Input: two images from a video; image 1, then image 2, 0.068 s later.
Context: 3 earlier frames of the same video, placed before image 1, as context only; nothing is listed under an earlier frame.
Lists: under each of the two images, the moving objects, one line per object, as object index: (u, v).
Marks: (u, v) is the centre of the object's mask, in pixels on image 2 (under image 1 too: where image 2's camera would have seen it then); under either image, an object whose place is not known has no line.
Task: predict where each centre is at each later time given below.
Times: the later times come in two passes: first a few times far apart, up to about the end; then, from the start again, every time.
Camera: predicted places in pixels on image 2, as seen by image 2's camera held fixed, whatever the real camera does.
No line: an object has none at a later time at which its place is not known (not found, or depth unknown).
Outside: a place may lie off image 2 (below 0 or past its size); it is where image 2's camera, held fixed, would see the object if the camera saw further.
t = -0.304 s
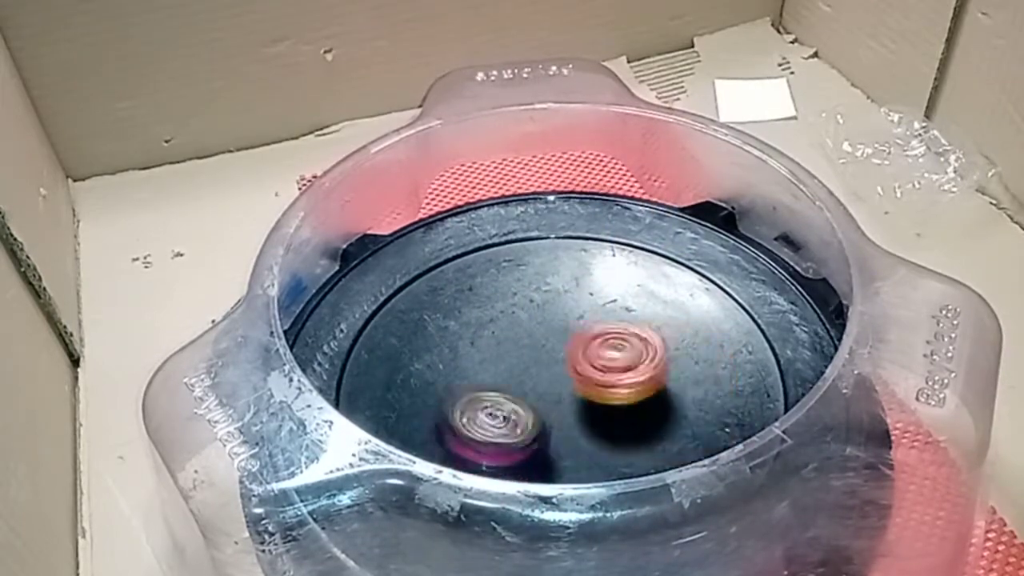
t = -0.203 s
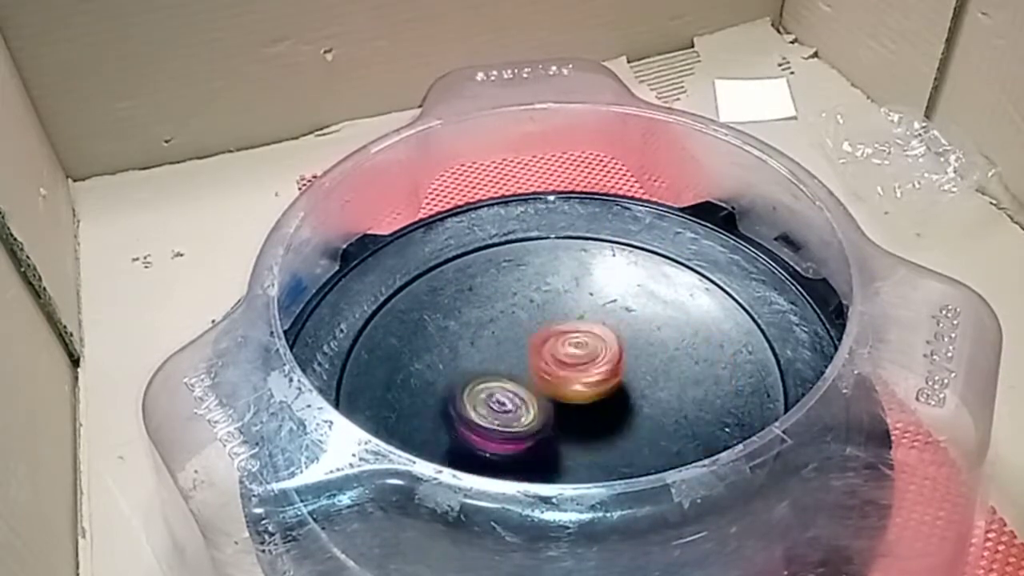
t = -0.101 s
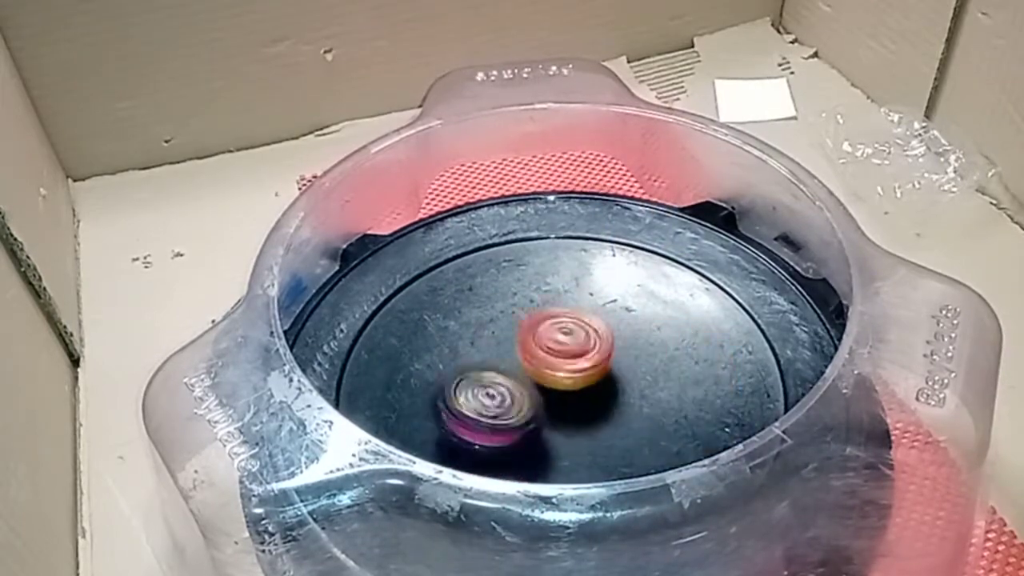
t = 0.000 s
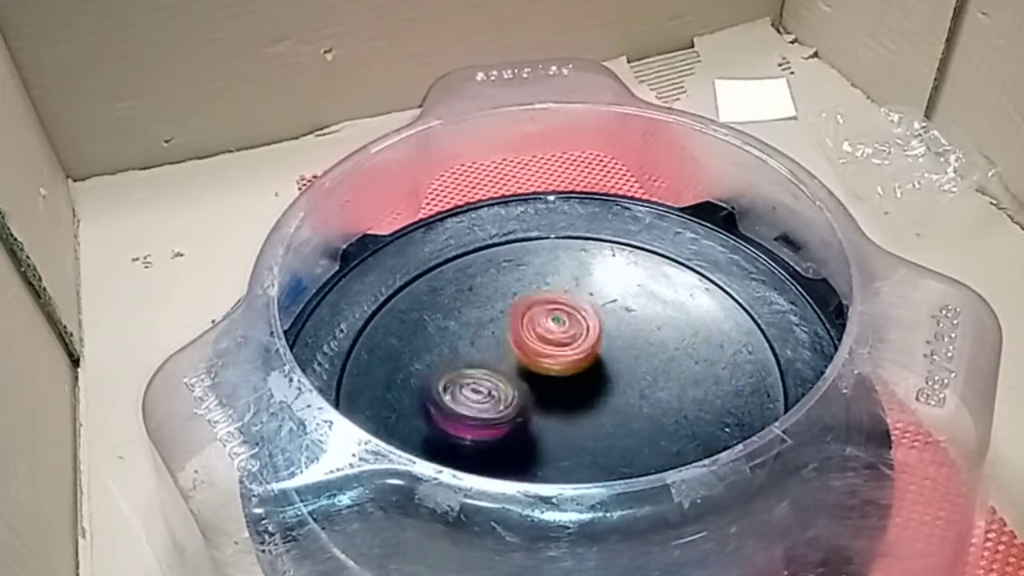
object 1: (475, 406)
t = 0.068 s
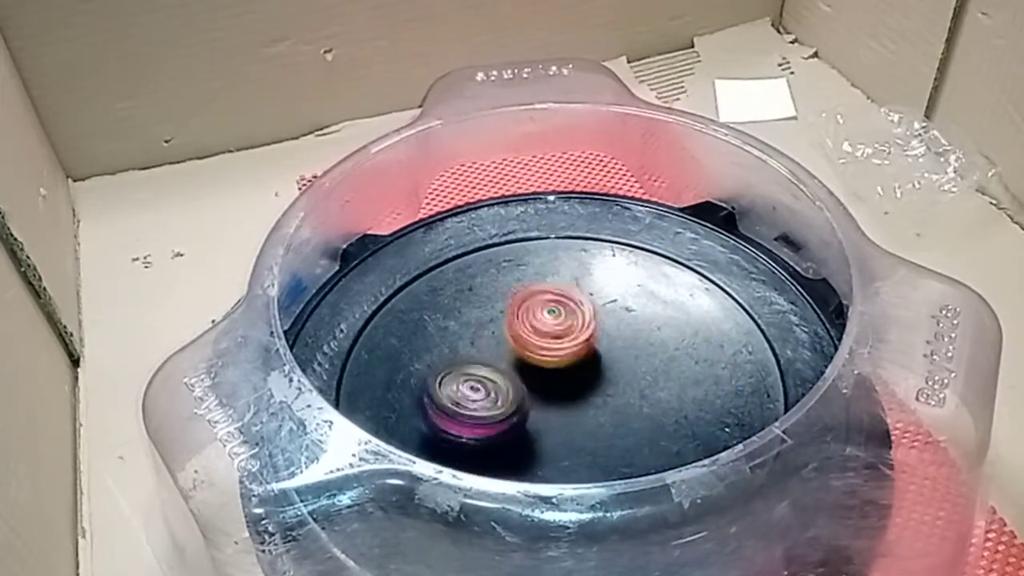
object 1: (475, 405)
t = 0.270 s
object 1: (486, 393)
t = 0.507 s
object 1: (504, 372)
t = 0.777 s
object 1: (482, 370)
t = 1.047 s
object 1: (489, 356)
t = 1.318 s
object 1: (503, 340)
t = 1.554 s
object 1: (531, 302)
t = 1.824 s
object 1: (588, 308)
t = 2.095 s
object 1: (650, 368)
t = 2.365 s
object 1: (626, 431)
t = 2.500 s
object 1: (582, 441)
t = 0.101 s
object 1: (474, 402)
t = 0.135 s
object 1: (476, 401)
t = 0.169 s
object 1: (477, 399)
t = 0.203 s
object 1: (480, 398)
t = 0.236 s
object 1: (484, 396)
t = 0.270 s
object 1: (486, 393)
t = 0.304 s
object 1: (490, 389)
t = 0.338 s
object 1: (491, 386)
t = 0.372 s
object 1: (492, 385)
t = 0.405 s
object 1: (495, 386)
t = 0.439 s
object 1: (496, 382)
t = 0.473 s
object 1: (501, 378)
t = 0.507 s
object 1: (504, 372)
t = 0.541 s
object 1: (494, 373)
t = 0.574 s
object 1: (486, 371)
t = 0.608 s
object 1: (480, 370)
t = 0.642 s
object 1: (477, 367)
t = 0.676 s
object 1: (478, 369)
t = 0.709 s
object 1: (479, 369)
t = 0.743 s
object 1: (481, 370)
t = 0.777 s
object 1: (482, 370)
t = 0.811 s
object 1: (485, 372)
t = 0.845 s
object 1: (487, 371)
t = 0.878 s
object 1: (491, 371)
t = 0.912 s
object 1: (500, 372)
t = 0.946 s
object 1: (508, 373)
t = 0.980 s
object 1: (508, 368)
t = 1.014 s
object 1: (496, 362)
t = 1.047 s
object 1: (489, 356)
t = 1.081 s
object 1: (486, 350)
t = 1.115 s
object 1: (487, 348)
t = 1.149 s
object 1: (488, 345)
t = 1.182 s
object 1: (491, 344)
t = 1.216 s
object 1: (495, 344)
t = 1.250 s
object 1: (496, 344)
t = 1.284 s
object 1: (499, 341)
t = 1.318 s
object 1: (503, 340)
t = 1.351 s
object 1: (509, 340)
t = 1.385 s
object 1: (514, 341)
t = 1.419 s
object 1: (519, 333)
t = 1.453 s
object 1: (522, 320)
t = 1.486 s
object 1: (523, 311)
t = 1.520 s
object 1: (528, 307)
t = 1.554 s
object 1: (531, 302)
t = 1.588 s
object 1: (534, 298)
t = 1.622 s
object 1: (538, 297)
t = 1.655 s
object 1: (545, 296)
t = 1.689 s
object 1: (552, 294)
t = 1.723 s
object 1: (564, 297)
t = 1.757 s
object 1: (573, 302)
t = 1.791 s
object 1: (582, 306)
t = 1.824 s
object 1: (588, 308)
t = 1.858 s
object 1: (596, 313)
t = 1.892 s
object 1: (605, 319)
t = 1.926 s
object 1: (616, 328)
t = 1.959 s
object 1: (623, 337)
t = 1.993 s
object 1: (629, 344)
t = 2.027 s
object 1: (639, 350)
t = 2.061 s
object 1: (646, 360)
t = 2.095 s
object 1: (650, 368)
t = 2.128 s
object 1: (655, 376)
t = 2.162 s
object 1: (655, 387)
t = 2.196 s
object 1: (653, 393)
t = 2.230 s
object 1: (650, 402)
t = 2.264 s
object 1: (646, 408)
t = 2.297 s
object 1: (642, 412)
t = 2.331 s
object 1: (635, 424)
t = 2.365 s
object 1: (626, 431)
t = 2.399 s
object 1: (618, 432)
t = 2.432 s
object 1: (605, 435)
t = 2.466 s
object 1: (595, 437)
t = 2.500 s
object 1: (582, 441)
